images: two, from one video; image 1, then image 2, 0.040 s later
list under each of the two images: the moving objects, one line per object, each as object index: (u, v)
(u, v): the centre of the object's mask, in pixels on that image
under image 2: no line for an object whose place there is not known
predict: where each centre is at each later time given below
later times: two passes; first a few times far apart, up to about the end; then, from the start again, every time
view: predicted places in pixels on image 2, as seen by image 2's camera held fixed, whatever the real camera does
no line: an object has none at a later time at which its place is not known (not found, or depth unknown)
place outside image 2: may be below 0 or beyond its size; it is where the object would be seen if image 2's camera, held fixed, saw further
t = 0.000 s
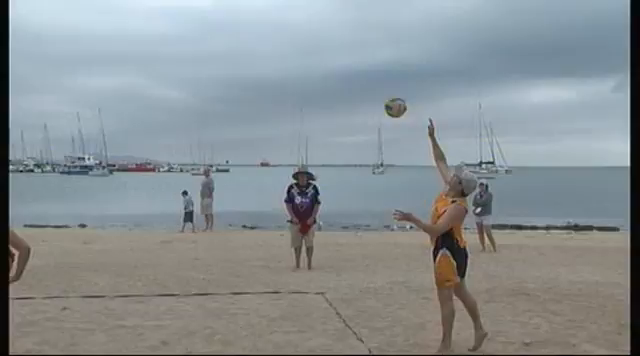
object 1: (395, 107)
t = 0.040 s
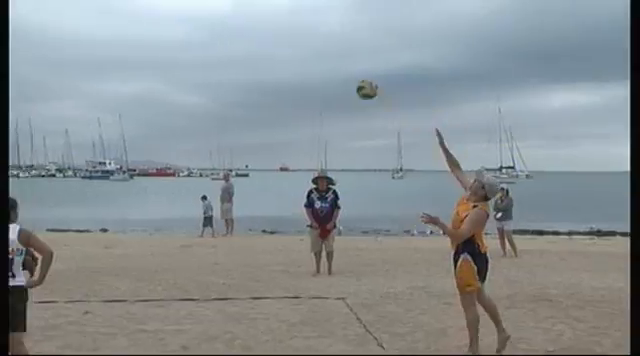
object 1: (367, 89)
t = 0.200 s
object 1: (179, 15)
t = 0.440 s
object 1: (-78, -41)
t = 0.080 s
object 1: (319, 68)
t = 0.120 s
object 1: (271, 48)
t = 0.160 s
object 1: (225, 31)
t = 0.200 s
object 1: (179, 15)
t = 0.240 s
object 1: (135, 1)
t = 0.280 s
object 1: (90, -11)
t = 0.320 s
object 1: (48, -21)
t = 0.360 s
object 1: (5, -30)
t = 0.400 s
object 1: (-37, -37)
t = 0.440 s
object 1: (-78, -41)
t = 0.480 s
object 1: (-118, -44)
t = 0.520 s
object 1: (-158, -46)
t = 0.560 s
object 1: (-198, -46)
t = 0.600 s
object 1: (-237, -45)
